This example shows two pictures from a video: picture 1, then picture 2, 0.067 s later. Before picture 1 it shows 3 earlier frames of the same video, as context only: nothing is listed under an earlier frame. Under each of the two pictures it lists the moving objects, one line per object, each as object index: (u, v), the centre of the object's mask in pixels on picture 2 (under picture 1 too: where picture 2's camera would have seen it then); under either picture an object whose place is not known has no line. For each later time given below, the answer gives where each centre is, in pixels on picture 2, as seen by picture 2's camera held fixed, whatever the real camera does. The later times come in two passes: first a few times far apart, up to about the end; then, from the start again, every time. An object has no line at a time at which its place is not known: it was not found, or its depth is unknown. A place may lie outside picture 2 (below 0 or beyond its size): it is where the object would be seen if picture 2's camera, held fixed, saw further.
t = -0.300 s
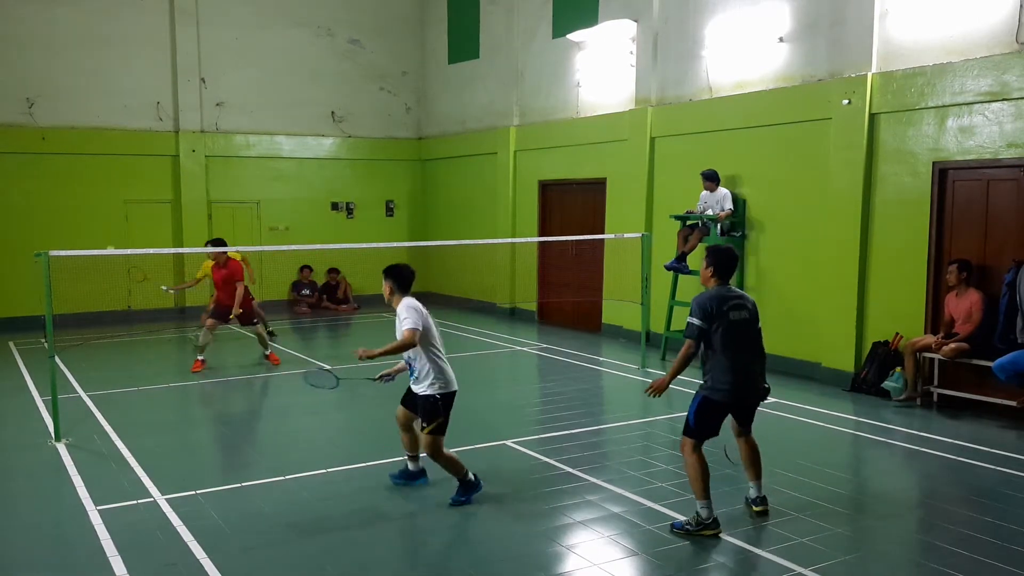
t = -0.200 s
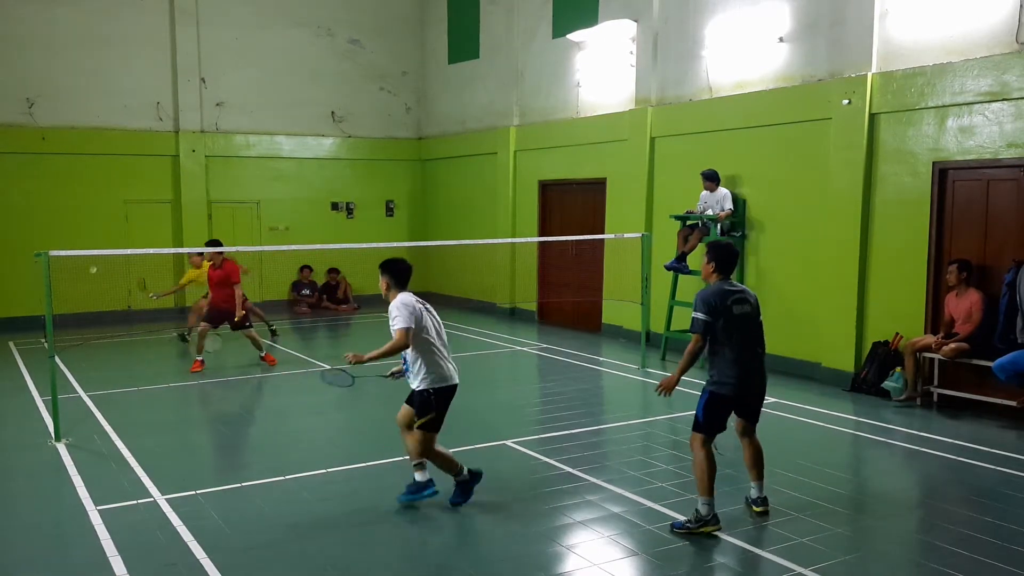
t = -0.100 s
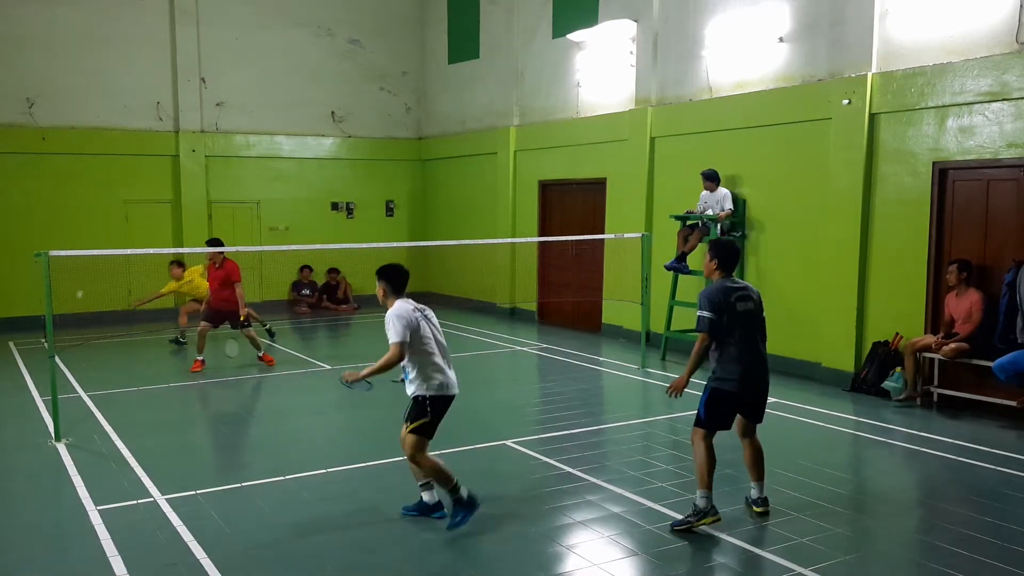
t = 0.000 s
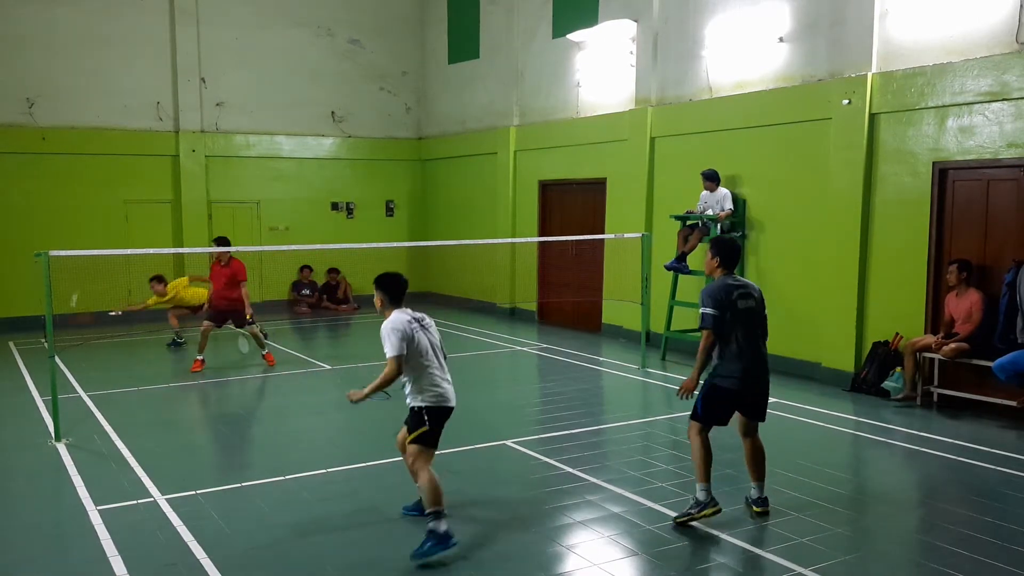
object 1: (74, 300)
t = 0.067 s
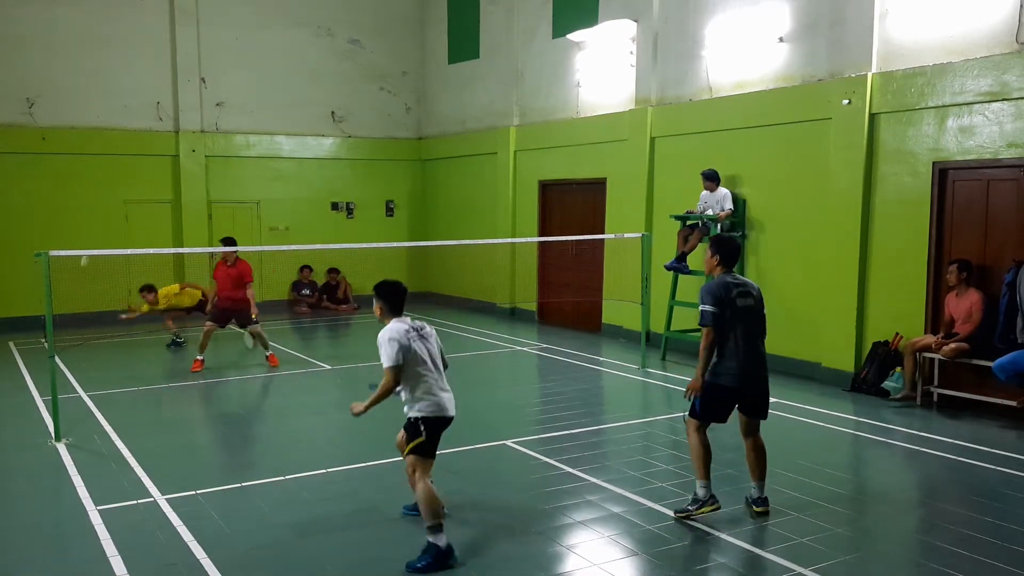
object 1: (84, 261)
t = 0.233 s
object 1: (104, 202)
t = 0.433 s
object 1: (126, 173)
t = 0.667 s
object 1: (154, 203)
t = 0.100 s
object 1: (89, 245)
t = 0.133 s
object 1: (93, 233)
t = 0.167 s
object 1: (97, 221)
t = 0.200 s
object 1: (100, 211)
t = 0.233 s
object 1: (104, 202)
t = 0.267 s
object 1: (107, 194)
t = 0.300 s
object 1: (111, 187)
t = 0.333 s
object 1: (114, 182)
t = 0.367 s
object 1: (118, 177)
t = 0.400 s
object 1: (122, 175)
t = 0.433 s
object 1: (126, 173)
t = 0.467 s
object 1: (130, 173)
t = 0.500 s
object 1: (133, 174)
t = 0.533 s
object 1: (137, 177)
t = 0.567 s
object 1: (142, 181)
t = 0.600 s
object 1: (145, 187)
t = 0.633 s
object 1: (150, 194)
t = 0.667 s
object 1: (154, 203)
